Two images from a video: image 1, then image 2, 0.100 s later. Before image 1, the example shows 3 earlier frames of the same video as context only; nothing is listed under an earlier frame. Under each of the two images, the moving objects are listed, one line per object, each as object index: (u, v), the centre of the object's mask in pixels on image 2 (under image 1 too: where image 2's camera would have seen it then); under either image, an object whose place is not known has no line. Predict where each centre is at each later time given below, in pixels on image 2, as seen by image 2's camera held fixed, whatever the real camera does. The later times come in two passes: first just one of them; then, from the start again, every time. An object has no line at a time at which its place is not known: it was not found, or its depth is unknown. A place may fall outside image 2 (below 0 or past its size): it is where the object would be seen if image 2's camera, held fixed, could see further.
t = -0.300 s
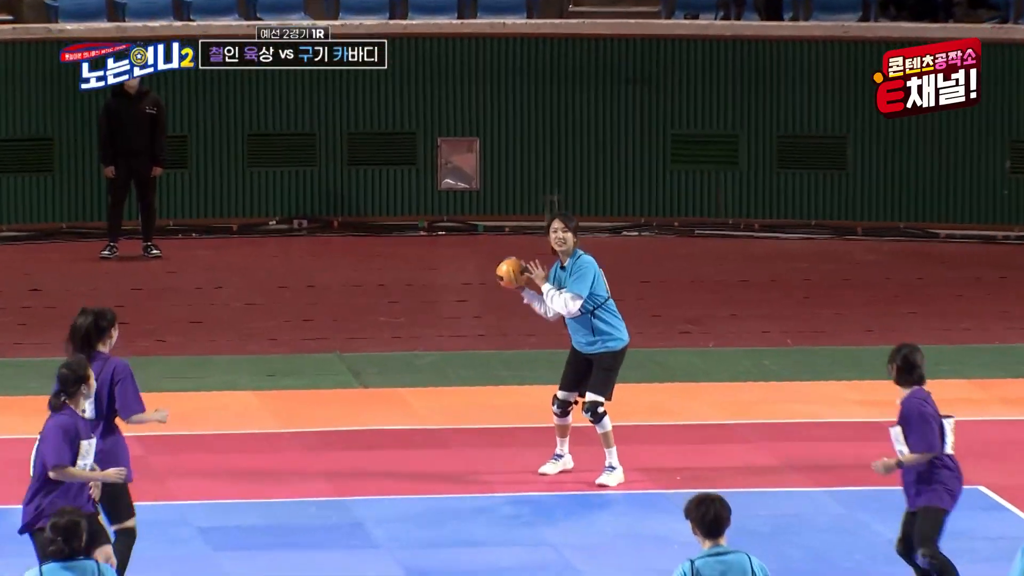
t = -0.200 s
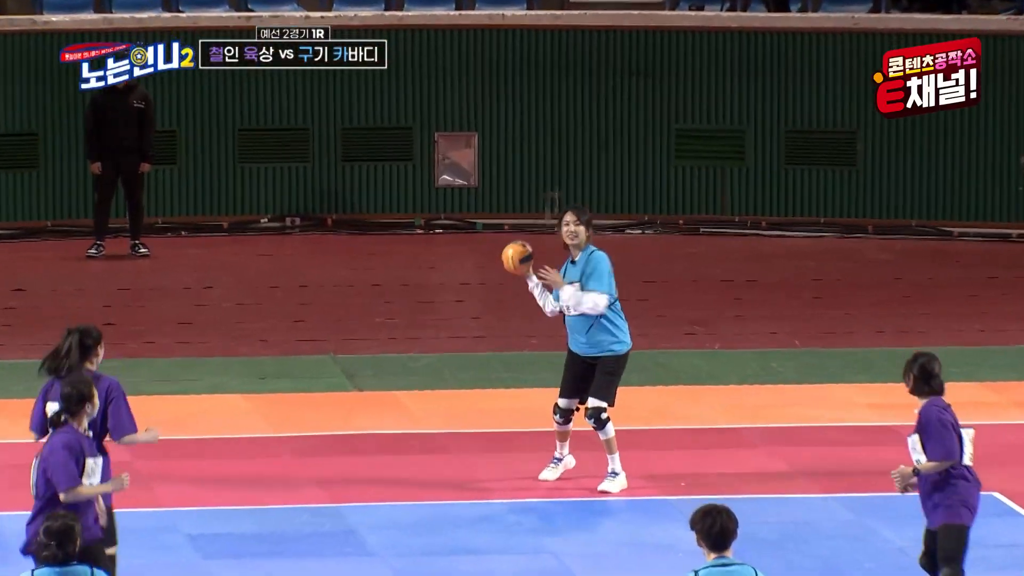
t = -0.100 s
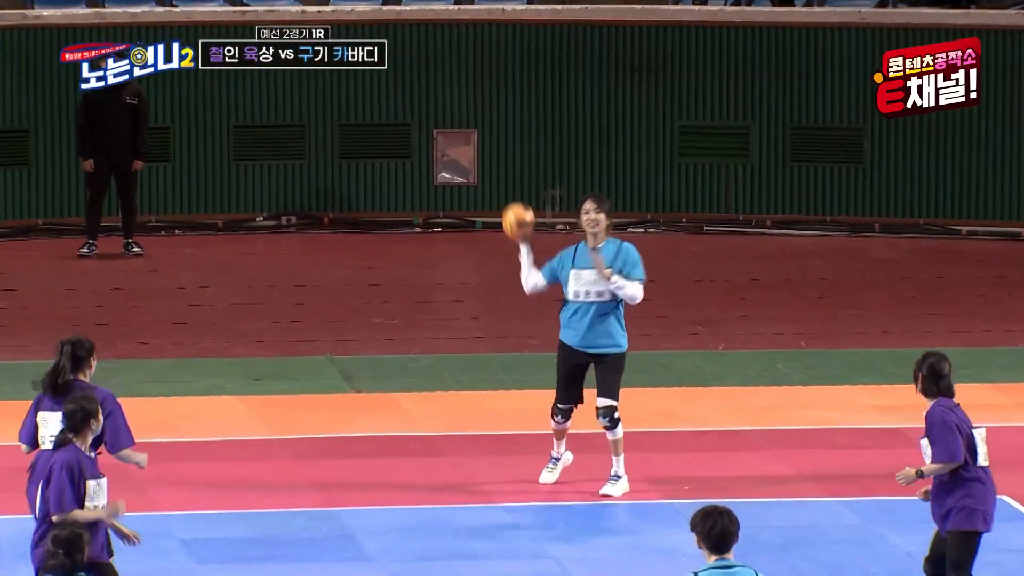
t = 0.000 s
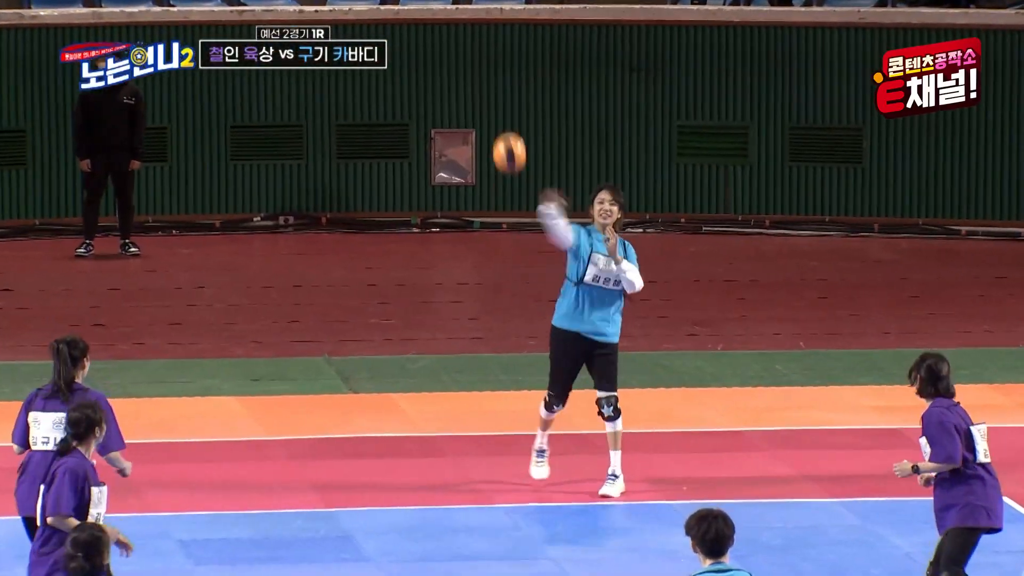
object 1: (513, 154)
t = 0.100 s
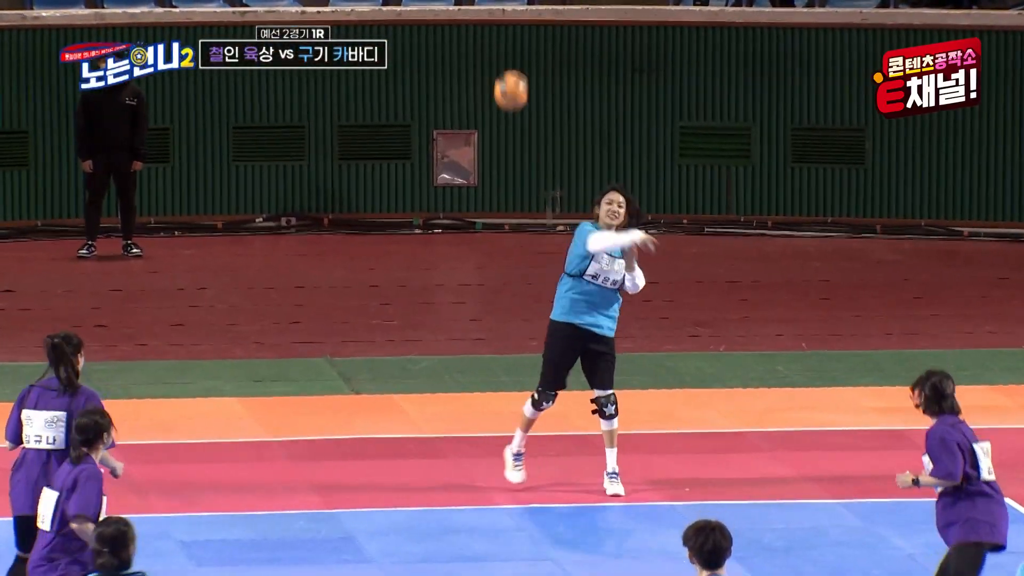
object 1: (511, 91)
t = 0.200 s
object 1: (510, 40)
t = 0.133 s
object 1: (511, 72)
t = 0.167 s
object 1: (511, 55)
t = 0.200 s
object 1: (510, 40)
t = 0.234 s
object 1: (509, 26)
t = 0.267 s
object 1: (509, 14)
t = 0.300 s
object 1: (510, 7)
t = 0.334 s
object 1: (510, -1)
